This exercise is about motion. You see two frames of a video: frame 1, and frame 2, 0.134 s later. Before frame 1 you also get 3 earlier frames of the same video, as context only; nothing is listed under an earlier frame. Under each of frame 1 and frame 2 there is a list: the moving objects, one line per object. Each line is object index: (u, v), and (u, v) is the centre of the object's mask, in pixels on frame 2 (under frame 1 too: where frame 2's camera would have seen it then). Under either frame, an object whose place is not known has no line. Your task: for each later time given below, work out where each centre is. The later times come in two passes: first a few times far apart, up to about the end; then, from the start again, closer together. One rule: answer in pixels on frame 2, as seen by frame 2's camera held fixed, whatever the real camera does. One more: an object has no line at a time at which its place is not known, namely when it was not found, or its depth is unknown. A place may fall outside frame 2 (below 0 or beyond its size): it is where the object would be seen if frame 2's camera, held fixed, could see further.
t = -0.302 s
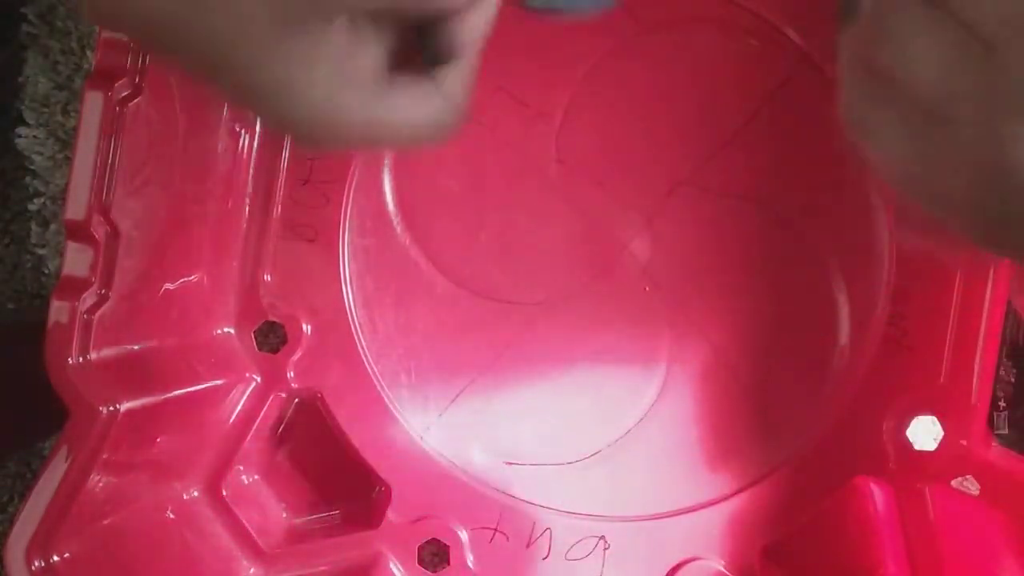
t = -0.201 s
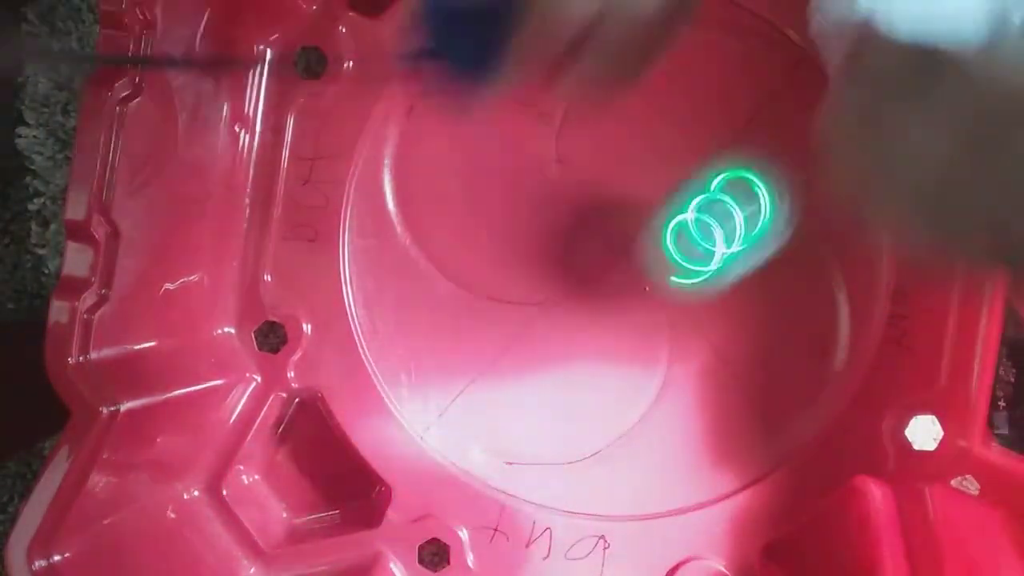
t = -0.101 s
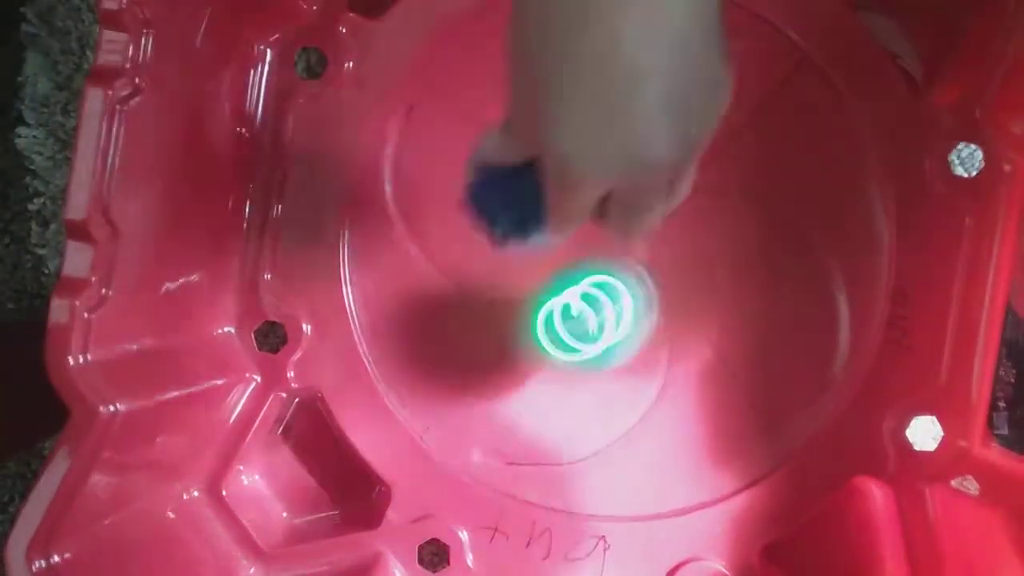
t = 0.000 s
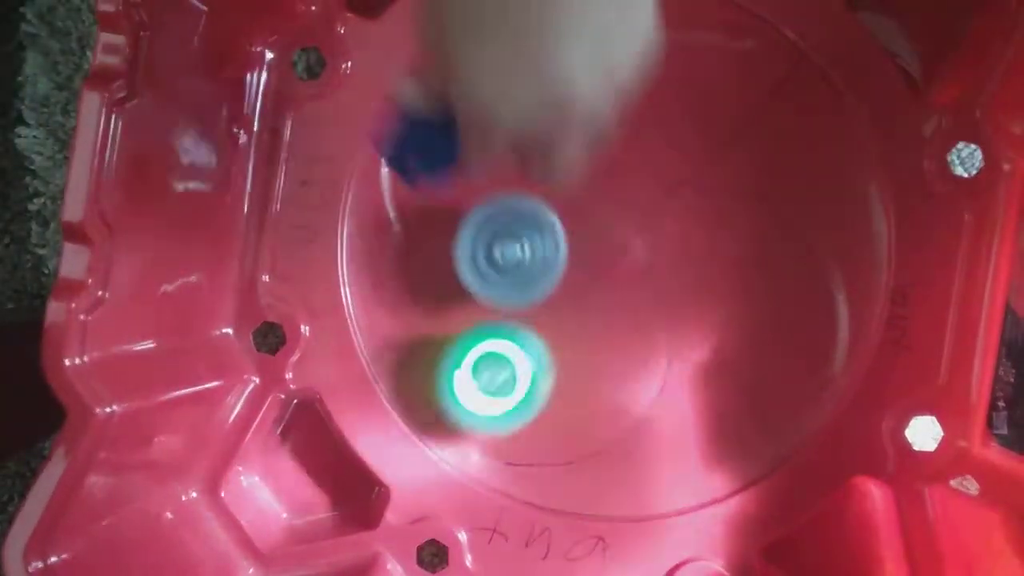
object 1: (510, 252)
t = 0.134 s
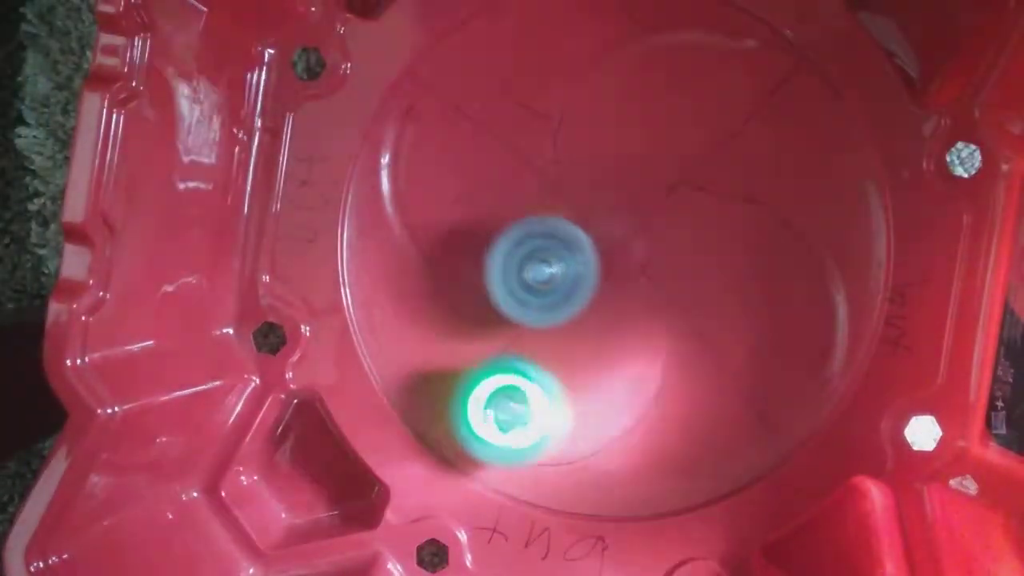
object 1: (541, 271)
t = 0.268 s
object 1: (579, 245)
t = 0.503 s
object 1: (540, 111)
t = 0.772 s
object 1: (447, 146)
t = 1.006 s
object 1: (532, 249)
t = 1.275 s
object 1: (681, 273)
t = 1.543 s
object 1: (731, 171)
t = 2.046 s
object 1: (585, 228)
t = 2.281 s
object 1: (632, 212)
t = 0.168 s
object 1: (552, 268)
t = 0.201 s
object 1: (562, 262)
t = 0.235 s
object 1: (571, 254)
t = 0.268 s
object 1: (579, 245)
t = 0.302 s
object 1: (584, 234)
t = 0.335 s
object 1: (590, 218)
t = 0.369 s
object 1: (596, 201)
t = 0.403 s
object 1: (598, 187)
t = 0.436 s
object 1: (577, 157)
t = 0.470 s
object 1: (557, 129)
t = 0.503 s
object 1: (540, 111)
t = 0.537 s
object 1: (525, 101)
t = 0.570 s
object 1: (510, 97)
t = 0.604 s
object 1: (495, 98)
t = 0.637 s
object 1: (481, 102)
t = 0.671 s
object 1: (469, 110)
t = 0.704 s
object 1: (458, 120)
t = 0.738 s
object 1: (450, 132)
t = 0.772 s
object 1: (447, 146)
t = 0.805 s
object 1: (447, 158)
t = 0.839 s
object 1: (451, 172)
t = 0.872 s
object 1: (458, 186)
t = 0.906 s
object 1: (470, 200)
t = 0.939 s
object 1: (487, 215)
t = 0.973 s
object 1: (510, 235)
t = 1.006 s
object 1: (532, 249)
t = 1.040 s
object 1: (555, 258)
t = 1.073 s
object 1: (578, 264)
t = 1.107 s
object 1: (598, 265)
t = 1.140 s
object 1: (614, 264)
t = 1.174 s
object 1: (627, 263)
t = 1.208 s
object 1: (643, 266)
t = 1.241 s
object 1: (663, 271)
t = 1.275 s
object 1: (681, 273)
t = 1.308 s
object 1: (699, 269)
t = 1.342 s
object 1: (716, 262)
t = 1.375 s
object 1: (731, 252)
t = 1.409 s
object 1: (746, 240)
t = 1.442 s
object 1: (758, 226)
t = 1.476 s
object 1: (760, 207)
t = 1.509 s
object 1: (750, 188)
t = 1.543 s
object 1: (731, 171)
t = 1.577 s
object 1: (716, 157)
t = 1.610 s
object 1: (702, 146)
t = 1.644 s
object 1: (690, 142)
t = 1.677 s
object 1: (677, 140)
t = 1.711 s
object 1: (663, 140)
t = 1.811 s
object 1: (624, 158)
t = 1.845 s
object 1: (613, 168)
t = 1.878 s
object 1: (603, 179)
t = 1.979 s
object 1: (586, 215)
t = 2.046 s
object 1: (585, 228)
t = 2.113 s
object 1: (591, 225)
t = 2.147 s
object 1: (596, 221)
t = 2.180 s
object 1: (602, 217)
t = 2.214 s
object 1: (611, 214)
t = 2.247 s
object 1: (621, 212)
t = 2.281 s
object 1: (632, 212)
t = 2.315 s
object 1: (642, 214)
